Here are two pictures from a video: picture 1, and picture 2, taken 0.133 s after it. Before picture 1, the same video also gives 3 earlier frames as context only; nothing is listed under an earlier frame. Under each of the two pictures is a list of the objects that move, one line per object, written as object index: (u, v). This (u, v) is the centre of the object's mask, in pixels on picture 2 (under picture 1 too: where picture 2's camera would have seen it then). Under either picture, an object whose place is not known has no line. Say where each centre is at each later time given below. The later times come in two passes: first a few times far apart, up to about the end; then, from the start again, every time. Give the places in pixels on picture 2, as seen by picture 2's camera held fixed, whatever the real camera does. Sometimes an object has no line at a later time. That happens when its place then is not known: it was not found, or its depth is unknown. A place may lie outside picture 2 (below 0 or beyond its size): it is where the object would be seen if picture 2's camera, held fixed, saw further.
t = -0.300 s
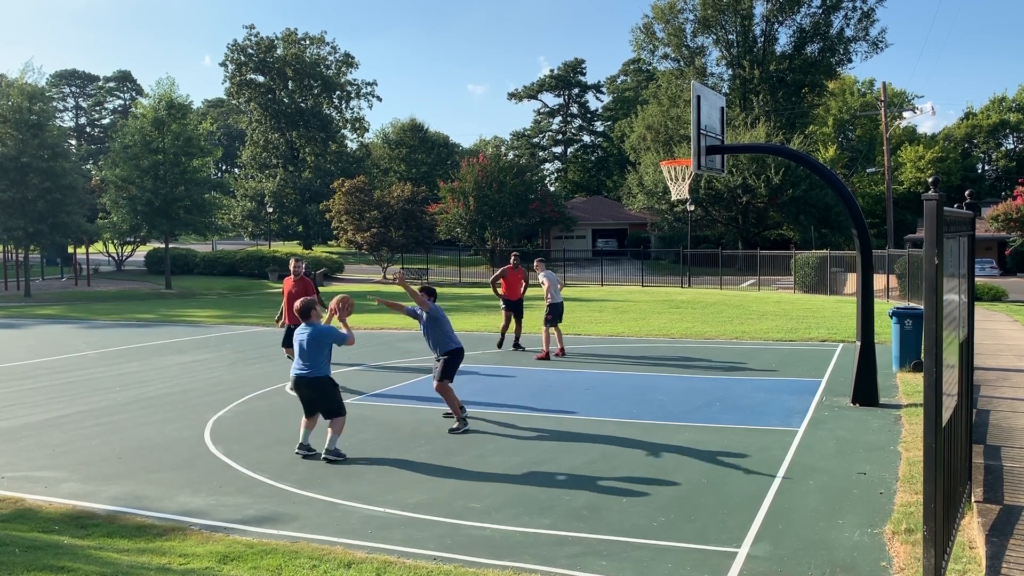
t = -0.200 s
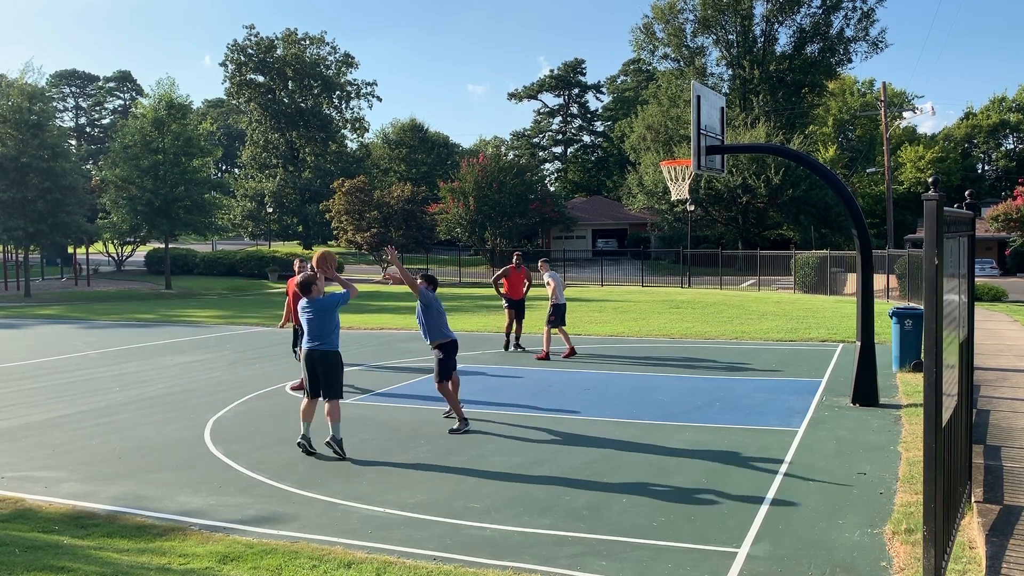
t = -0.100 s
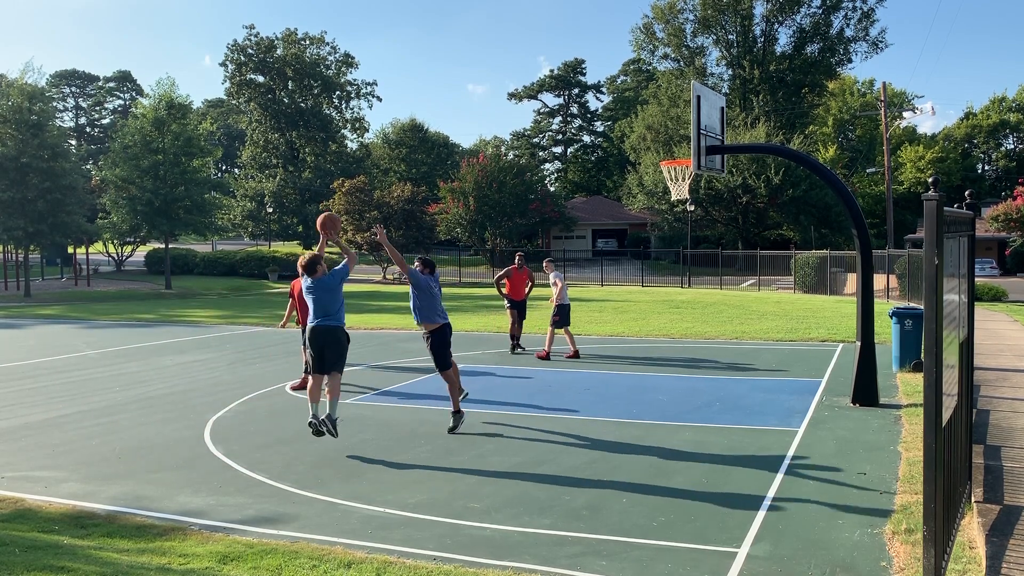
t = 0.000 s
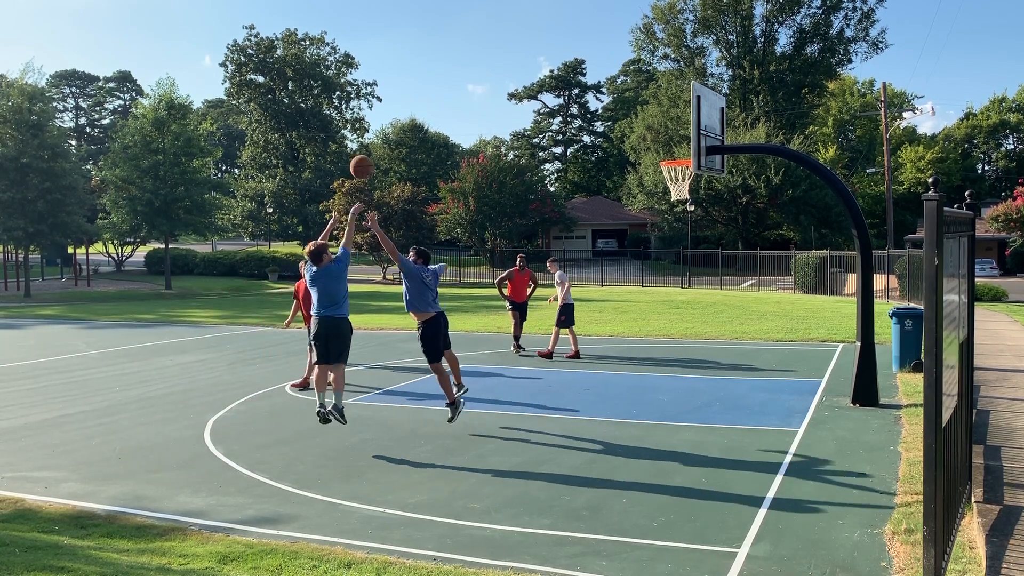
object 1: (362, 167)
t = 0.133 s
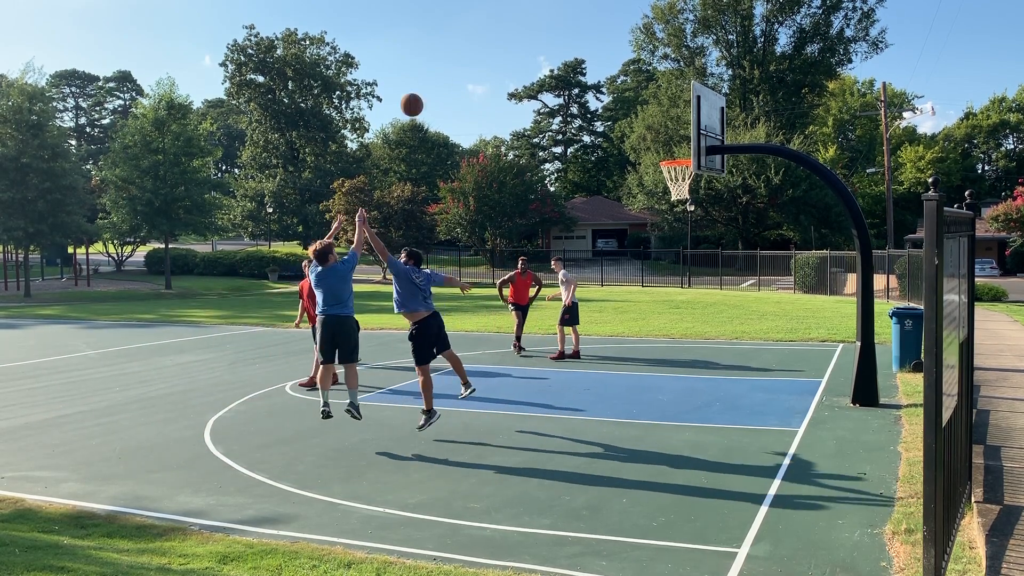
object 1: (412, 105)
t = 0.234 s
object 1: (447, 72)
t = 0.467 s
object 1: (524, 35)
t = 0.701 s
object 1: (593, 48)
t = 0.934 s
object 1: (654, 103)
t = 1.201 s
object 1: (675, 152)
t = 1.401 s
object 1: (652, 169)
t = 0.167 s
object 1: (424, 92)
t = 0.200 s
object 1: (436, 82)
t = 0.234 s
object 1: (447, 72)
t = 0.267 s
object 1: (459, 63)
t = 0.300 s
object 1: (470, 56)
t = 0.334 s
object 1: (481, 50)
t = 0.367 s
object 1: (492, 45)
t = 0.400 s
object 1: (503, 41)
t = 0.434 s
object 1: (513, 38)
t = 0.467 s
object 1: (524, 35)
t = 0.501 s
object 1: (534, 34)
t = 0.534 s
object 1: (544, 35)
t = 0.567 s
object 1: (554, 36)
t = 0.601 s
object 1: (564, 37)
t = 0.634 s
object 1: (574, 40)
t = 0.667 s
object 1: (583, 44)
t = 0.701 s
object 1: (593, 48)
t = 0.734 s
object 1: (602, 54)
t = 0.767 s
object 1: (611, 60)
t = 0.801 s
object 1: (621, 67)
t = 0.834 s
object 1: (629, 75)
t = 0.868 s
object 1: (637, 84)
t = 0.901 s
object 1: (646, 93)
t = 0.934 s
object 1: (654, 103)
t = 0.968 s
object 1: (663, 114)
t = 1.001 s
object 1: (670, 126)
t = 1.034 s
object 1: (678, 137)
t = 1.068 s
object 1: (684, 151)
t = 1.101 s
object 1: (685, 152)
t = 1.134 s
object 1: (682, 152)
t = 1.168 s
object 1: (678, 151)
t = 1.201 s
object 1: (675, 152)
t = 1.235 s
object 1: (670, 152)
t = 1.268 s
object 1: (666, 154)
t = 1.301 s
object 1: (662, 155)
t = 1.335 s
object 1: (658, 160)
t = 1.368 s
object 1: (654, 164)
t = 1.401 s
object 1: (652, 169)
